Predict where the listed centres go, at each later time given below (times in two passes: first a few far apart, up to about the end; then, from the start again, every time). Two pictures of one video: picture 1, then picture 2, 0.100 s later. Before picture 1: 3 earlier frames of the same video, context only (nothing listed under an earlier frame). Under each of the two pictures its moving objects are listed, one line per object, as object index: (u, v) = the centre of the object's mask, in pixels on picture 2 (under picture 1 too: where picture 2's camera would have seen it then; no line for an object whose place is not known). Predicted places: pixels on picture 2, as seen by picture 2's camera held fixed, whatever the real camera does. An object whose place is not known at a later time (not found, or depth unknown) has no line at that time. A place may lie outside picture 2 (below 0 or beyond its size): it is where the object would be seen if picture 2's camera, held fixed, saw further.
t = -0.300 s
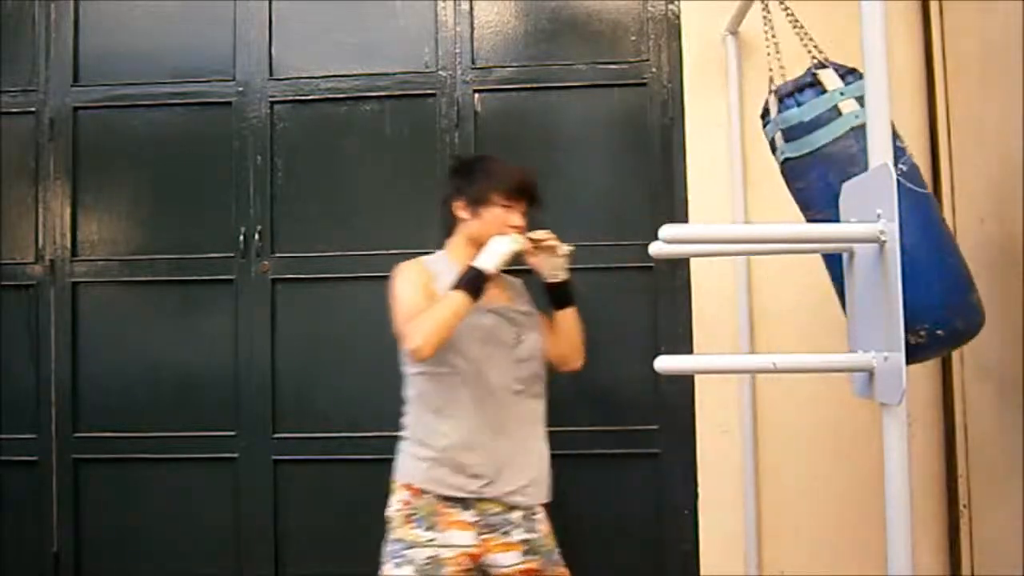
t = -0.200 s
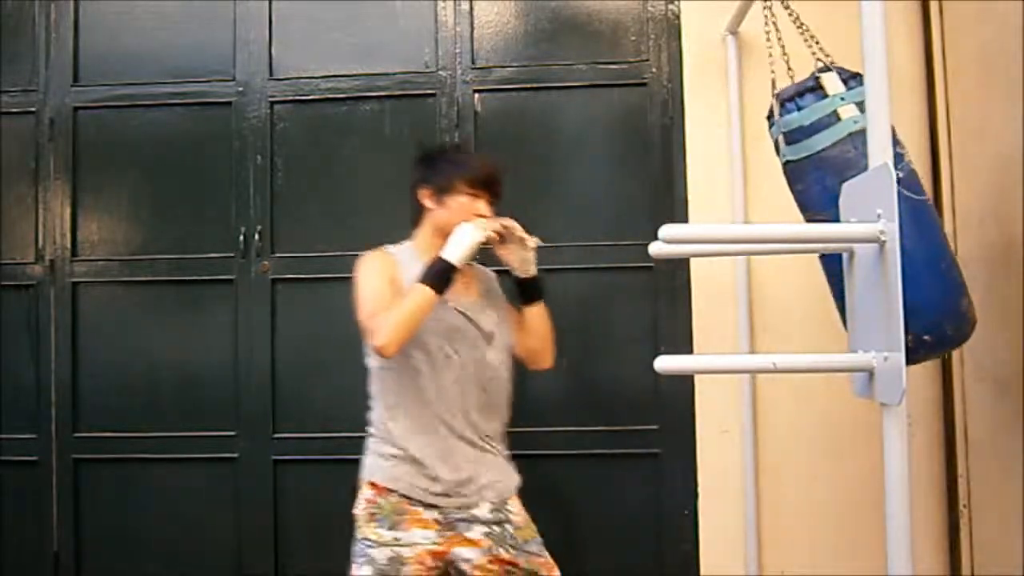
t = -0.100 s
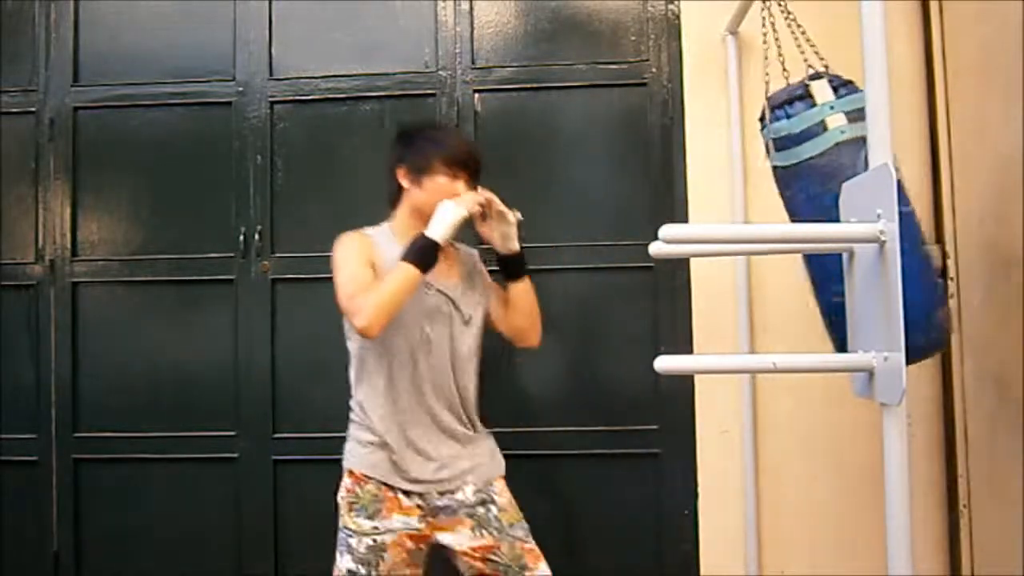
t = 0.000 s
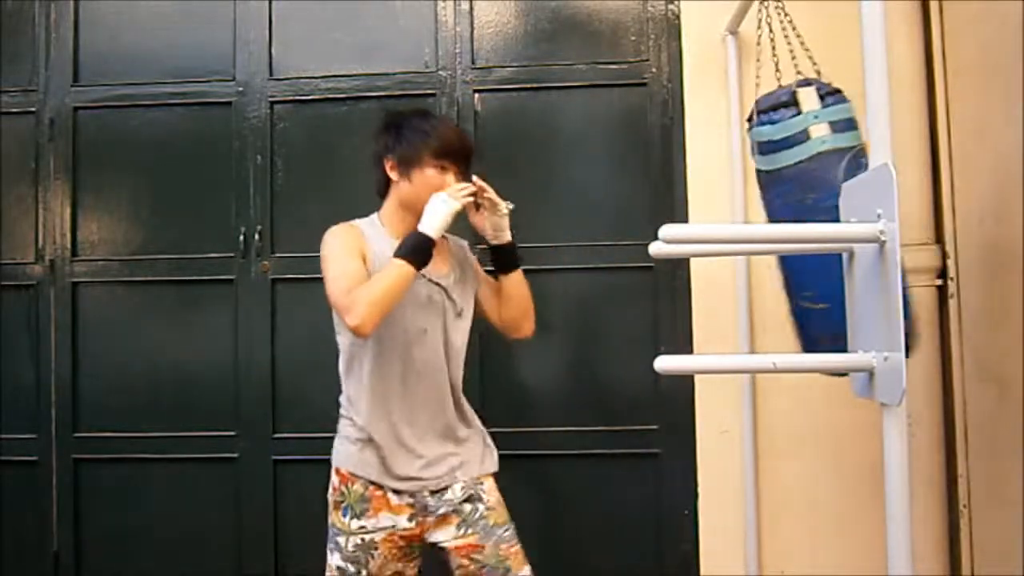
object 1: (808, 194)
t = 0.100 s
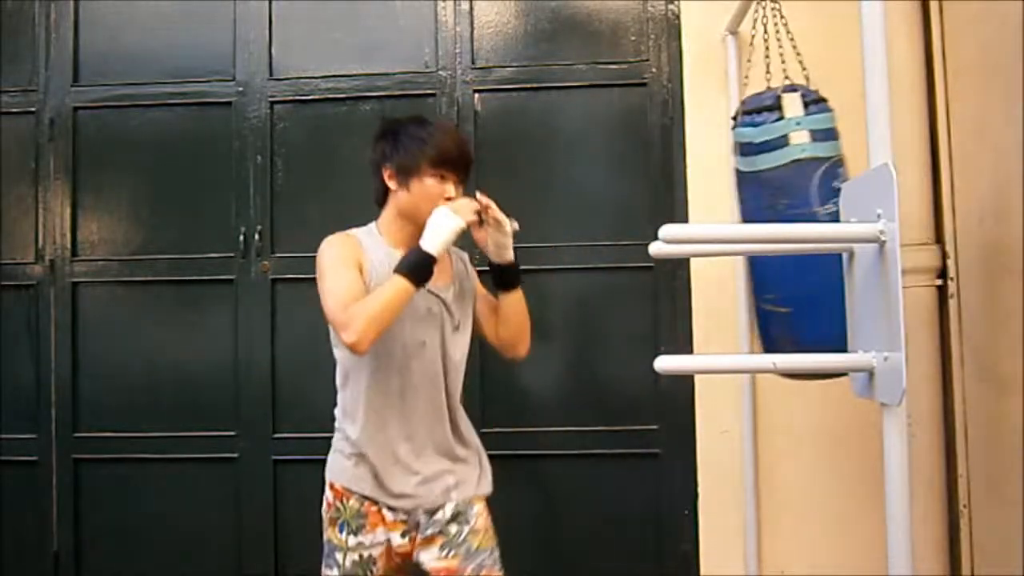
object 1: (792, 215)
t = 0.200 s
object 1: (768, 222)
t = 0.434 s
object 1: (707, 222)
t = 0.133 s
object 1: (786, 220)
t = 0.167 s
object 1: (778, 222)
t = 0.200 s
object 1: (768, 222)
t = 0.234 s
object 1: (758, 222)
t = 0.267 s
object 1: (748, 222)
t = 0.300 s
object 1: (738, 222)
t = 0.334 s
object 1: (730, 223)
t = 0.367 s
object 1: (722, 223)
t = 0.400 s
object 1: (714, 222)
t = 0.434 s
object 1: (707, 222)
